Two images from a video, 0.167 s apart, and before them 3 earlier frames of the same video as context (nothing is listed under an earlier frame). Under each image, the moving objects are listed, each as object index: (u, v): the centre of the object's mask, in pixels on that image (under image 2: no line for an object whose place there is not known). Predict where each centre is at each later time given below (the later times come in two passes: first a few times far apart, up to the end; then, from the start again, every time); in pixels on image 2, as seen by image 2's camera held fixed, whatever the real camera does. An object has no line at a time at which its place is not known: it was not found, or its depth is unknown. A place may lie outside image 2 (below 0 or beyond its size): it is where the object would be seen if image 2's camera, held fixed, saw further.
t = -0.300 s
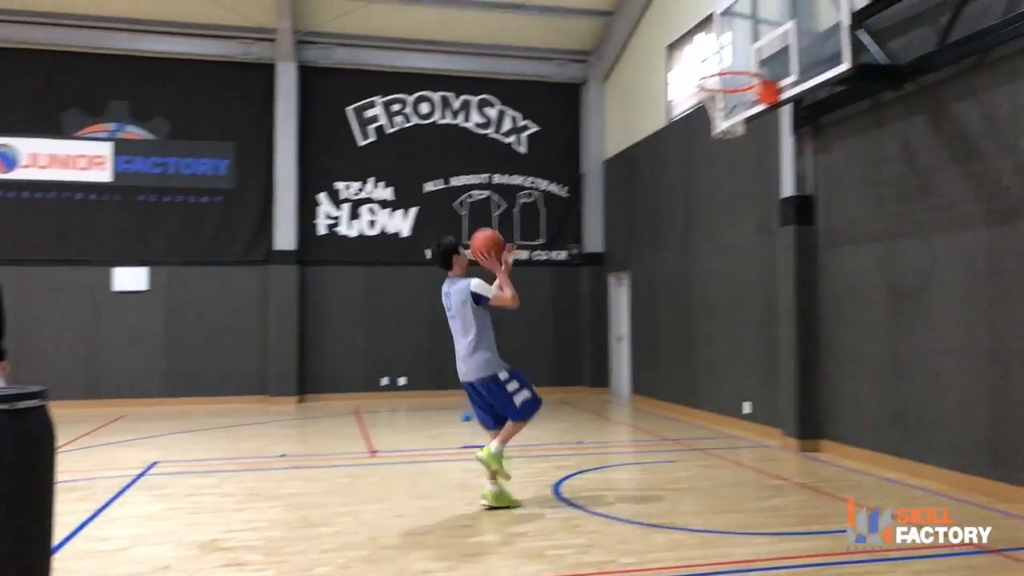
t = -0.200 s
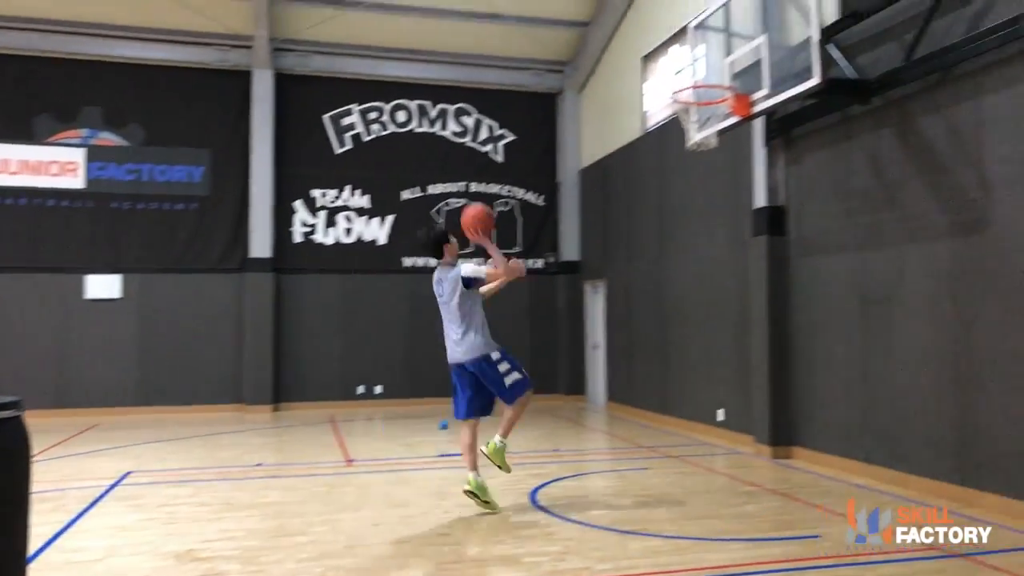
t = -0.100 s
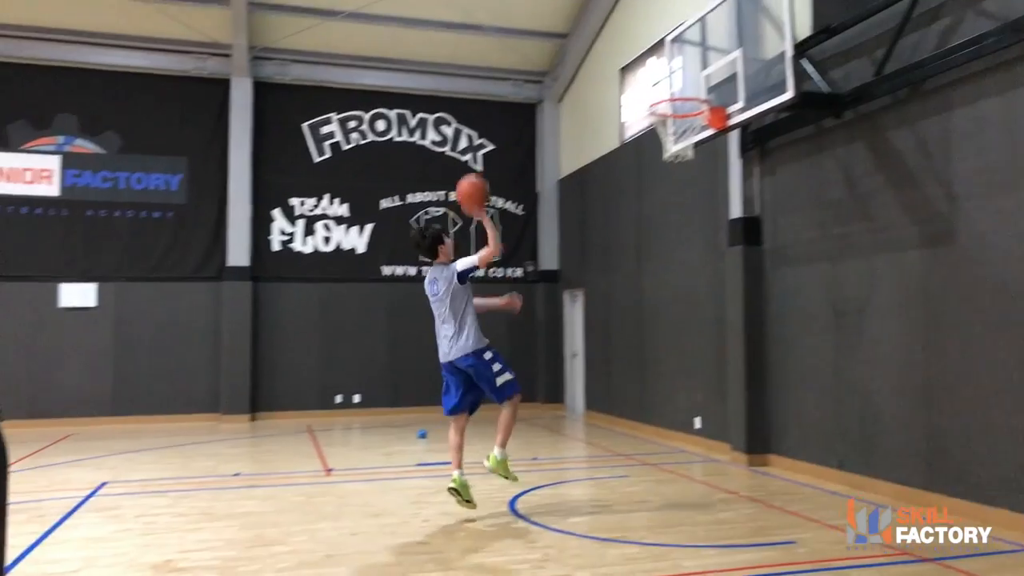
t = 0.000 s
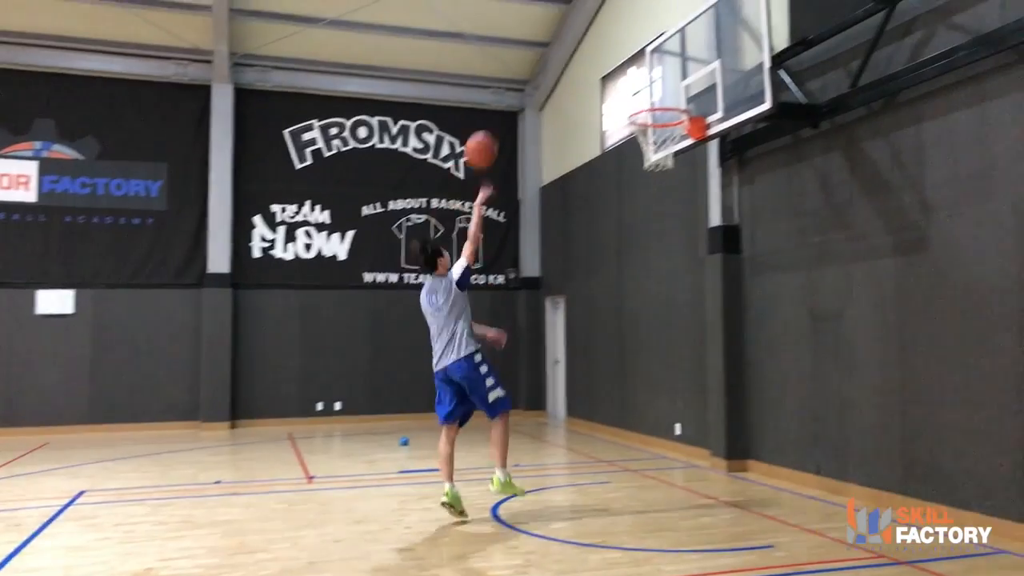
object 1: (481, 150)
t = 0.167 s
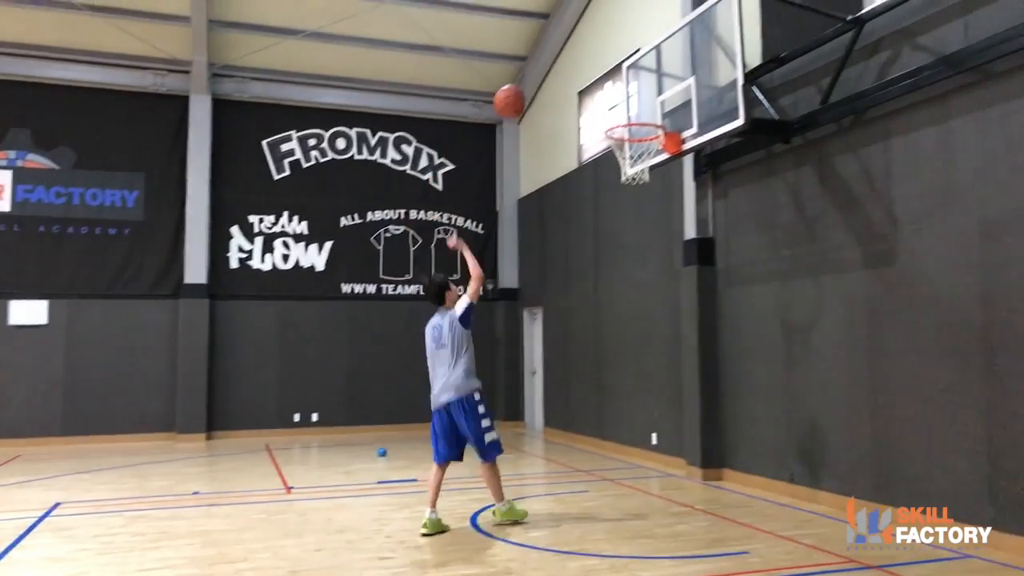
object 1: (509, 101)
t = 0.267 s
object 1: (538, 82)
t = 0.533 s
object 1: (611, 93)
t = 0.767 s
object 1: (649, 142)
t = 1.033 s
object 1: (626, 168)
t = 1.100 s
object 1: (620, 177)
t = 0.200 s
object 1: (518, 93)
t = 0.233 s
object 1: (528, 88)
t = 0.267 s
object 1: (538, 82)
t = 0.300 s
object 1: (547, 79)
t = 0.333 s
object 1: (556, 77)
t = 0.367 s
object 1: (565, 76)
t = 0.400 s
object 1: (574, 77)
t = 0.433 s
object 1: (583, 79)
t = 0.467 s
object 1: (592, 82)
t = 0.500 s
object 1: (601, 88)
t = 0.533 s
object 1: (611, 93)
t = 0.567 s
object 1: (621, 102)
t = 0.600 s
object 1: (630, 111)
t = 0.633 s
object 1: (637, 116)
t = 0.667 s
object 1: (643, 118)
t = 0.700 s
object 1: (649, 121)
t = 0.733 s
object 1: (648, 135)
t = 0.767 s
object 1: (649, 142)
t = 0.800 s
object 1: (648, 147)
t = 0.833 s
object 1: (646, 152)
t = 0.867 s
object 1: (643, 157)
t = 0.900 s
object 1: (640, 160)
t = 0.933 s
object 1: (635, 162)
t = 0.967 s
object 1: (632, 163)
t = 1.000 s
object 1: (629, 165)
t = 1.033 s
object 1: (626, 168)
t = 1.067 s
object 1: (624, 172)
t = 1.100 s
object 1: (620, 177)
